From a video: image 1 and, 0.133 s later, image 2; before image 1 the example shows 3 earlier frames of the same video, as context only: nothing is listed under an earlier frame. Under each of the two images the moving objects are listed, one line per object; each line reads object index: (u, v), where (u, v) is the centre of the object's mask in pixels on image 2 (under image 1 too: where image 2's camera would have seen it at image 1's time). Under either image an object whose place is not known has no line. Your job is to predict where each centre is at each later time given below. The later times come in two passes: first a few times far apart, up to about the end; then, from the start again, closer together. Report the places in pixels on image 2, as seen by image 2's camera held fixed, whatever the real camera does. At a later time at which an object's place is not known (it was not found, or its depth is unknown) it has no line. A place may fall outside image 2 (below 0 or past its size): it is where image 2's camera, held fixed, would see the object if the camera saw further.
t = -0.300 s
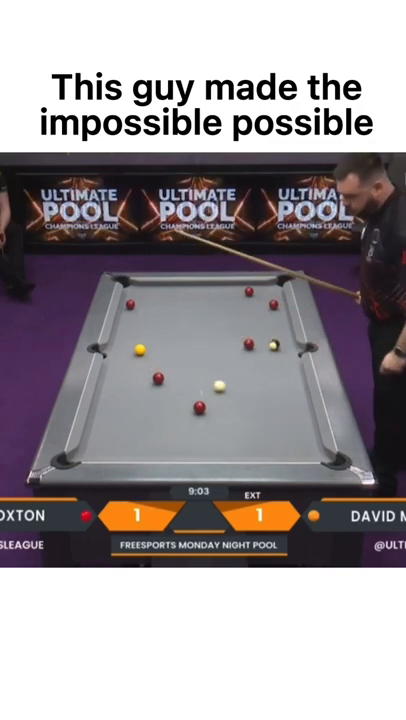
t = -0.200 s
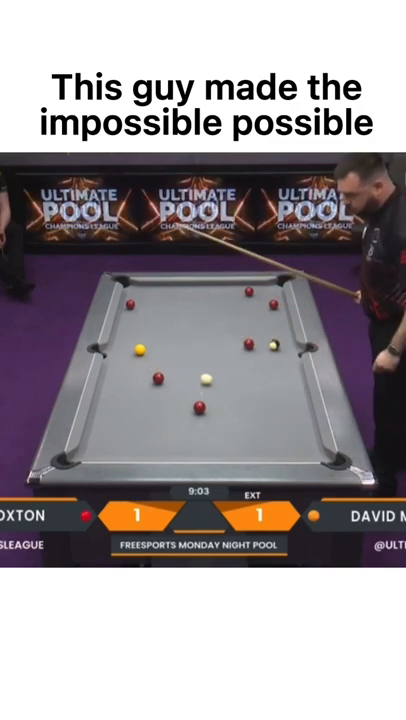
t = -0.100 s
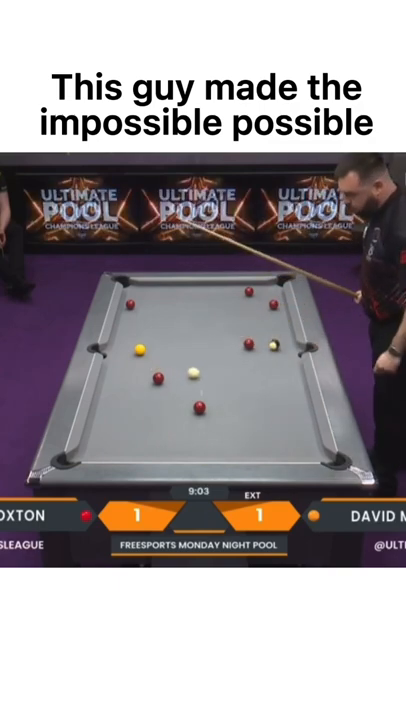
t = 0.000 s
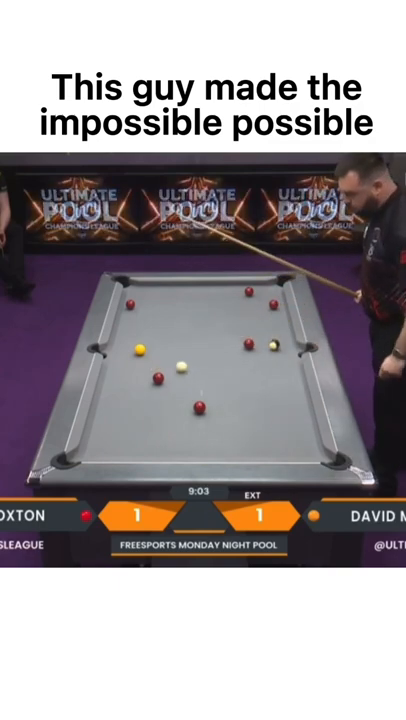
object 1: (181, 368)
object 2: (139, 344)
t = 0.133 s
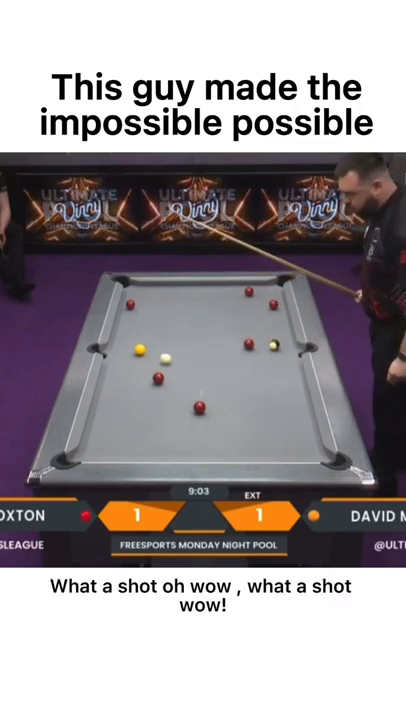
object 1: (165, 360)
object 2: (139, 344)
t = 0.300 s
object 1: (150, 351)
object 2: (138, 344)
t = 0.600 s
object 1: (150, 339)
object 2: (116, 343)
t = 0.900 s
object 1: (149, 328)
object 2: (106, 347)
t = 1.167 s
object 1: (149, 319)
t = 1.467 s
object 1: (148, 310)
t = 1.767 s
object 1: (148, 303)
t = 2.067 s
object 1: (148, 296)
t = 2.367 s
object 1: (148, 290)
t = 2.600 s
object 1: (147, 286)
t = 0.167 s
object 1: (161, 357)
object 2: (139, 344)
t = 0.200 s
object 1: (158, 356)
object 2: (139, 344)
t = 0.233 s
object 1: (154, 354)
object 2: (139, 344)
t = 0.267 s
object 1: (150, 352)
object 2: (138, 344)
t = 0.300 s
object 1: (150, 351)
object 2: (138, 344)
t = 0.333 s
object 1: (150, 349)
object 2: (135, 344)
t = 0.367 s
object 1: (150, 348)
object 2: (132, 344)
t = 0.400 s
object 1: (150, 347)
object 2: (130, 344)
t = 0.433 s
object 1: (150, 345)
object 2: (128, 343)
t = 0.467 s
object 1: (150, 343)
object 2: (124, 344)
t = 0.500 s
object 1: (150, 343)
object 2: (123, 344)
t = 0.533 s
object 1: (150, 341)
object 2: (120, 344)
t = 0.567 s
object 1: (150, 339)
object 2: (117, 344)
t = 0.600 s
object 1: (150, 339)
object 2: (116, 343)
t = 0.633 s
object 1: (150, 337)
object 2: (113, 344)
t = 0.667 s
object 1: (150, 336)
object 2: (110, 344)
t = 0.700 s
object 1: (150, 335)
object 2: (108, 344)
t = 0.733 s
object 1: (150, 334)
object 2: (107, 344)
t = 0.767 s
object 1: (149, 332)
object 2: (107, 346)
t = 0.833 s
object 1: (149, 330)
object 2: (107, 346)
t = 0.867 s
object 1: (149, 329)
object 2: (107, 346)
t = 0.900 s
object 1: (149, 328)
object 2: (106, 347)
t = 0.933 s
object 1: (149, 327)
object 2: (106, 348)
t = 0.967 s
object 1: (149, 325)
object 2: (104, 349)
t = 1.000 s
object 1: (149, 325)
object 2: (104, 350)
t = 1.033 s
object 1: (149, 323)
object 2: (102, 350)
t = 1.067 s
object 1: (149, 322)
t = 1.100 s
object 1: (149, 321)
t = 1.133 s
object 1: (149, 320)
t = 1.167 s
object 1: (149, 319)
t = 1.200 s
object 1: (149, 318)
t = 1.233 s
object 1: (149, 317)
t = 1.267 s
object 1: (149, 316)
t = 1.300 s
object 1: (149, 315)
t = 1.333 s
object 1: (149, 314)
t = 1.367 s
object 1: (149, 313)
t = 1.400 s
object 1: (149, 312)
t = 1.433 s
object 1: (149, 311)
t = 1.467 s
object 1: (148, 310)
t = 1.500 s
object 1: (148, 310)
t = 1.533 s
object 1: (148, 309)
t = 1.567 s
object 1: (148, 307)
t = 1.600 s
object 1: (148, 307)
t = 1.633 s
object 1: (148, 306)
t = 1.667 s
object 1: (148, 305)
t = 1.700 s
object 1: (148, 305)
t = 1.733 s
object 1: (148, 304)
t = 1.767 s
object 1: (148, 303)
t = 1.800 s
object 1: (148, 302)
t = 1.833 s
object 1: (148, 301)
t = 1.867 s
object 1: (148, 300)
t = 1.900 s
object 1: (148, 300)
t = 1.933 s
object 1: (148, 299)
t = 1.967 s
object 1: (148, 298)
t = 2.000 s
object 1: (148, 298)
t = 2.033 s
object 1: (148, 296)
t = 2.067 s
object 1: (148, 296)
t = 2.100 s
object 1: (148, 295)
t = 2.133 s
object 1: (148, 294)
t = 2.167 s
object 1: (148, 294)
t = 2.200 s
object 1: (148, 293)
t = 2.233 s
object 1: (148, 293)
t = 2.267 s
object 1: (148, 292)
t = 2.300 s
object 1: (148, 291)
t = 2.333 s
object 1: (148, 291)
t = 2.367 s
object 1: (148, 290)
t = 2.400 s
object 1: (147, 290)
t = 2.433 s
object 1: (147, 289)
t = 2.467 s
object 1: (147, 288)
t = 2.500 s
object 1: (147, 288)
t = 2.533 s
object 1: (147, 287)
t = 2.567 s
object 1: (147, 286)
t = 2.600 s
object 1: (147, 286)
